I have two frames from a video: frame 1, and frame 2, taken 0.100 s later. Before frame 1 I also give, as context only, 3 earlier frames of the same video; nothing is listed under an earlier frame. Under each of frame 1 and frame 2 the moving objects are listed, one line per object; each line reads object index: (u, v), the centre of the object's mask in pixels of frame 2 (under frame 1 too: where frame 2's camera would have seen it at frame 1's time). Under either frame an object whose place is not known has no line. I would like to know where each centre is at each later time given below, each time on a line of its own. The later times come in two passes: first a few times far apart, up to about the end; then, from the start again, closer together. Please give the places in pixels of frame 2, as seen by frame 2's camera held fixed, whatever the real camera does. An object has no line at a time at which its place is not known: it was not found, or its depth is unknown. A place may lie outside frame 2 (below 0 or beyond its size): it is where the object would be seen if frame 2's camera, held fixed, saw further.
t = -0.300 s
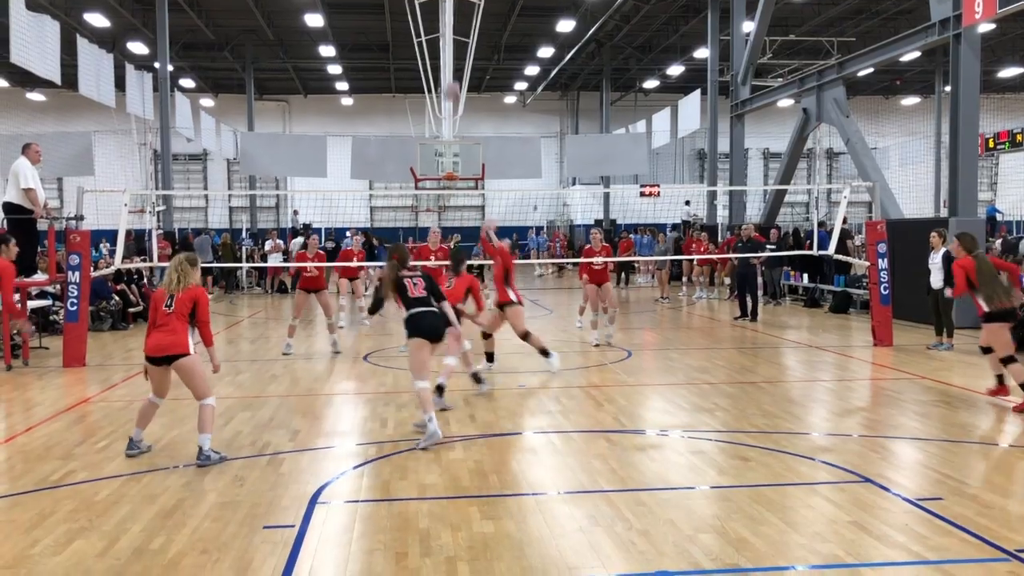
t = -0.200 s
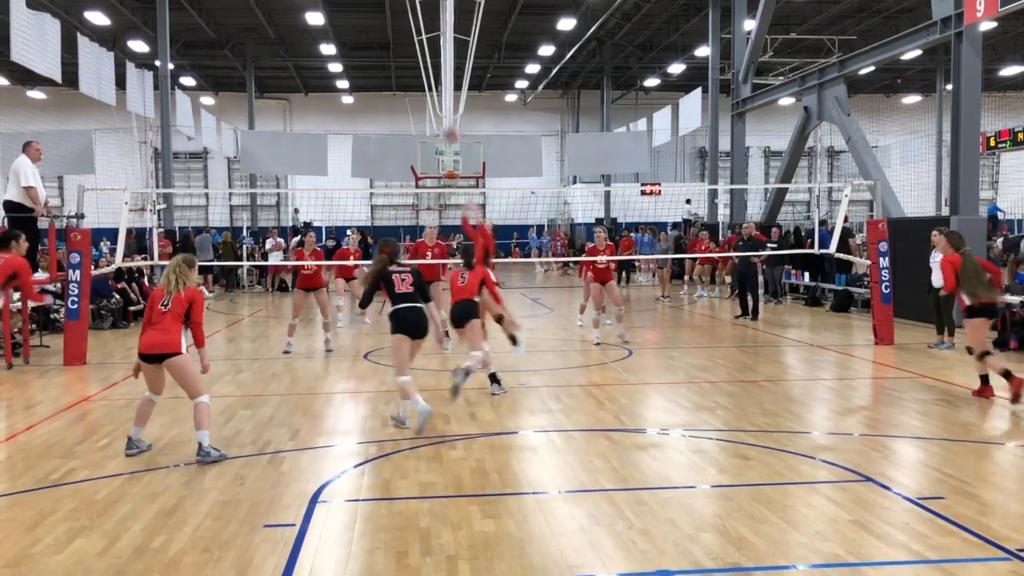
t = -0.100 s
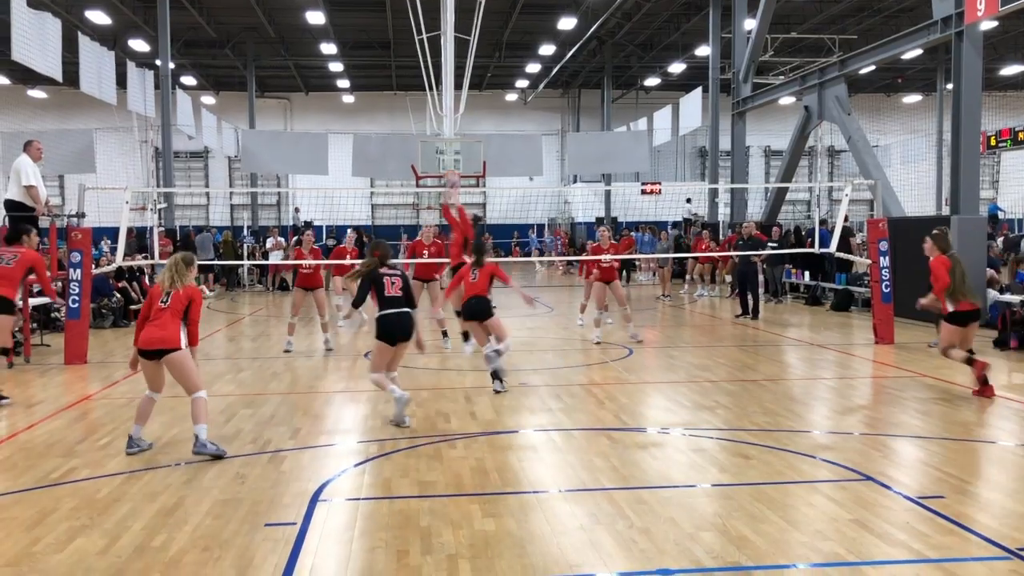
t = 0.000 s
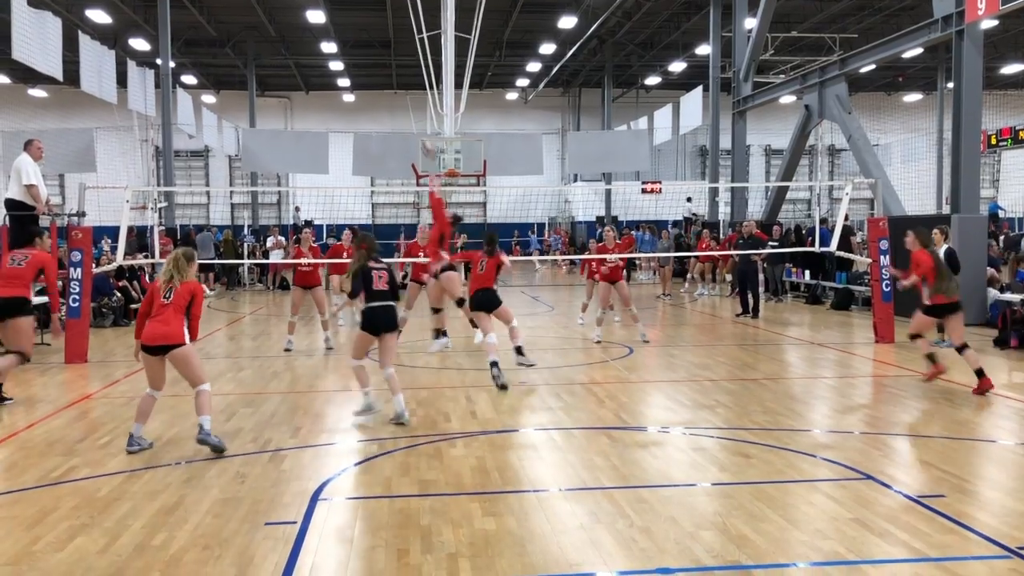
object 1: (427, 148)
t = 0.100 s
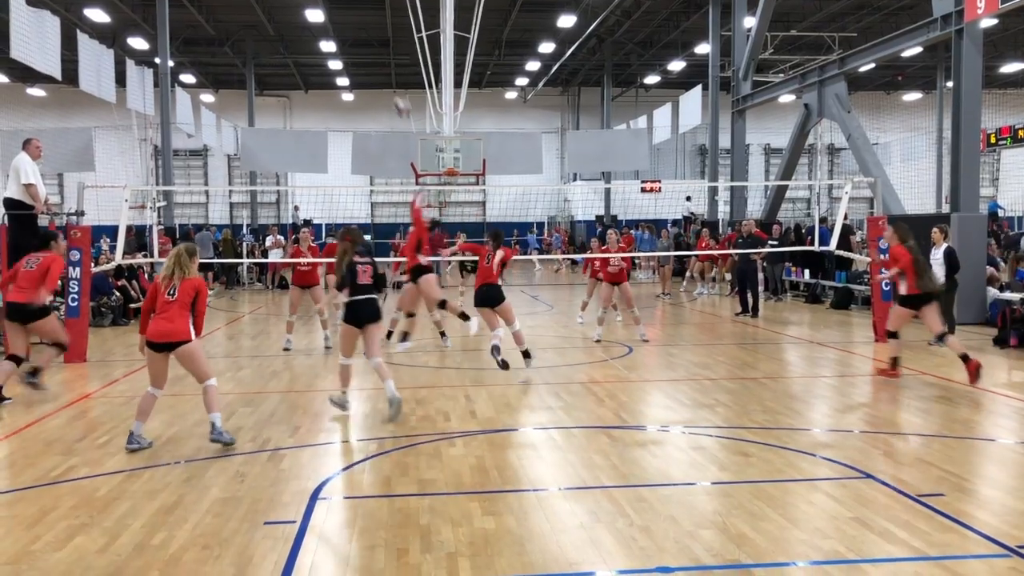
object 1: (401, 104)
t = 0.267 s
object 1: (357, 58)
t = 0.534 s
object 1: (293, 33)
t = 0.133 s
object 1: (392, 94)
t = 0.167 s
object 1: (385, 84)
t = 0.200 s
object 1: (375, 74)
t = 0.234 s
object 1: (366, 66)
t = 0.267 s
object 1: (357, 58)
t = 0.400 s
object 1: (323, 38)
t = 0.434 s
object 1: (317, 35)
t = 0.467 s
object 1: (309, 34)
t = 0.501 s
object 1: (301, 33)
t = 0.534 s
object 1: (293, 33)
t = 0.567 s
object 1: (285, 34)
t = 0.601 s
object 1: (276, 35)
